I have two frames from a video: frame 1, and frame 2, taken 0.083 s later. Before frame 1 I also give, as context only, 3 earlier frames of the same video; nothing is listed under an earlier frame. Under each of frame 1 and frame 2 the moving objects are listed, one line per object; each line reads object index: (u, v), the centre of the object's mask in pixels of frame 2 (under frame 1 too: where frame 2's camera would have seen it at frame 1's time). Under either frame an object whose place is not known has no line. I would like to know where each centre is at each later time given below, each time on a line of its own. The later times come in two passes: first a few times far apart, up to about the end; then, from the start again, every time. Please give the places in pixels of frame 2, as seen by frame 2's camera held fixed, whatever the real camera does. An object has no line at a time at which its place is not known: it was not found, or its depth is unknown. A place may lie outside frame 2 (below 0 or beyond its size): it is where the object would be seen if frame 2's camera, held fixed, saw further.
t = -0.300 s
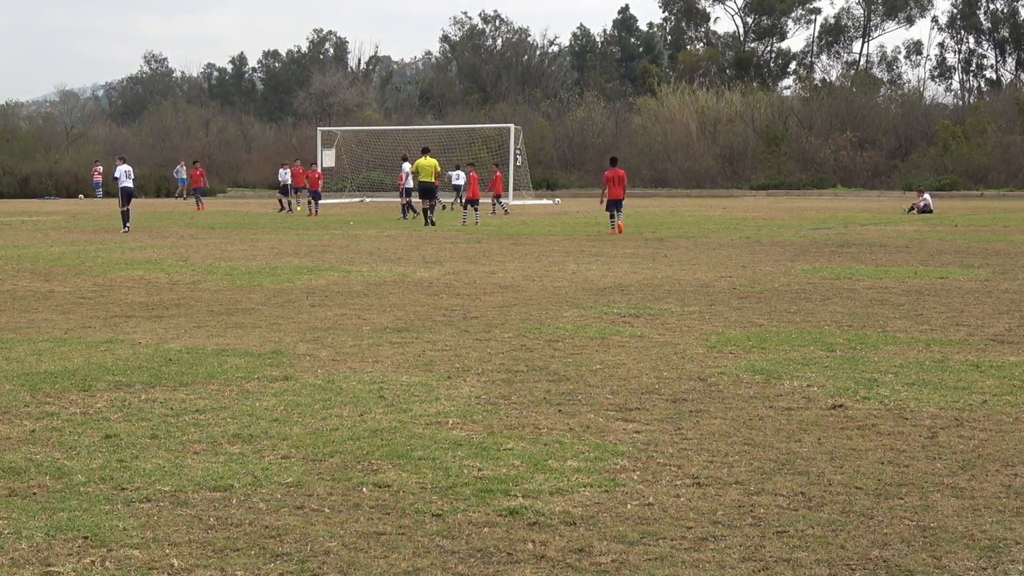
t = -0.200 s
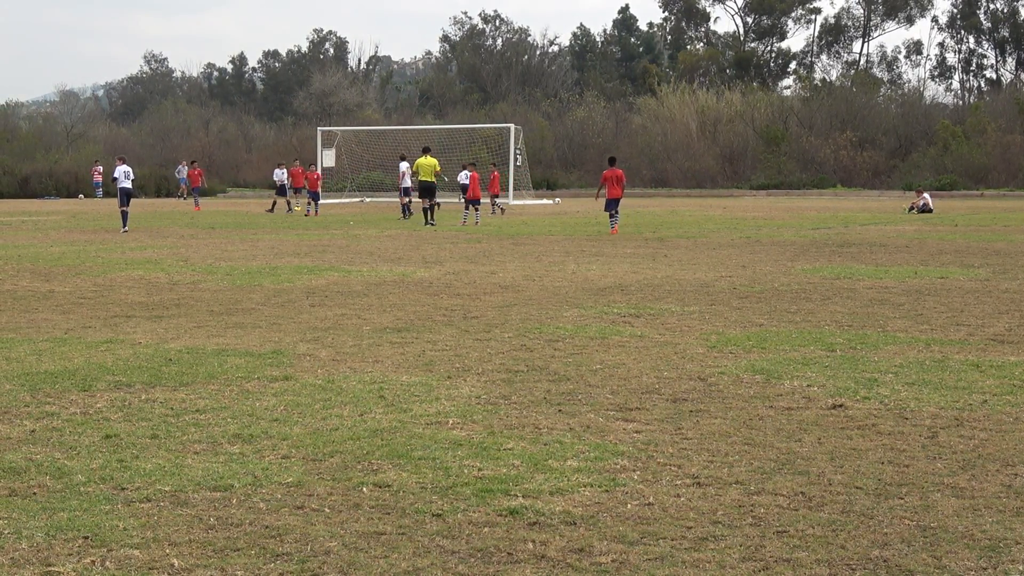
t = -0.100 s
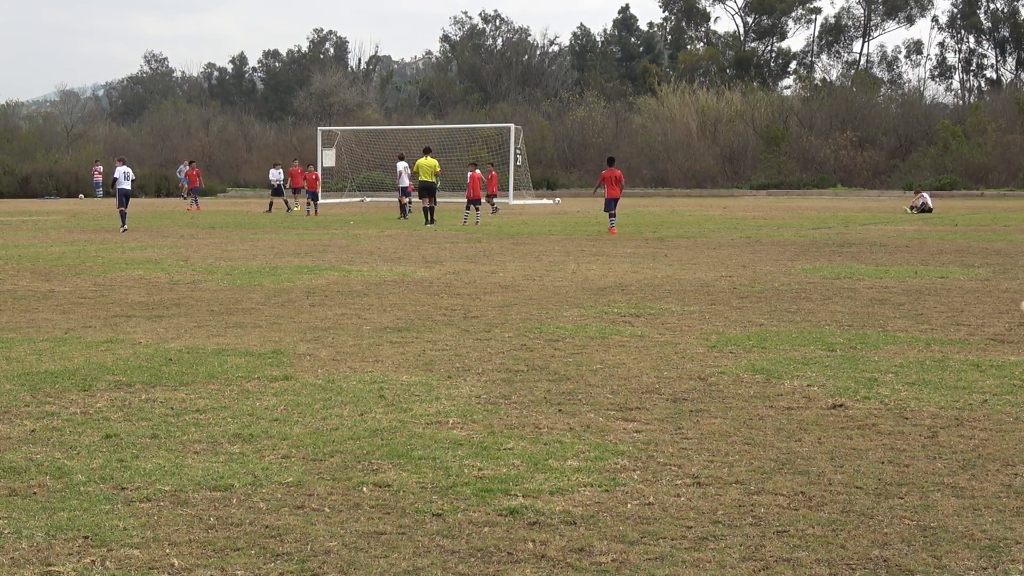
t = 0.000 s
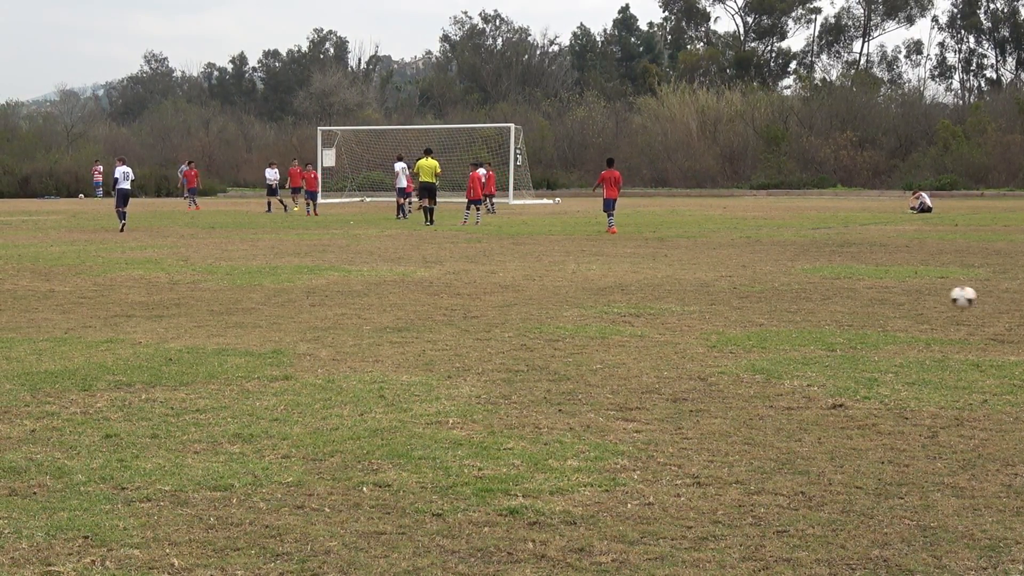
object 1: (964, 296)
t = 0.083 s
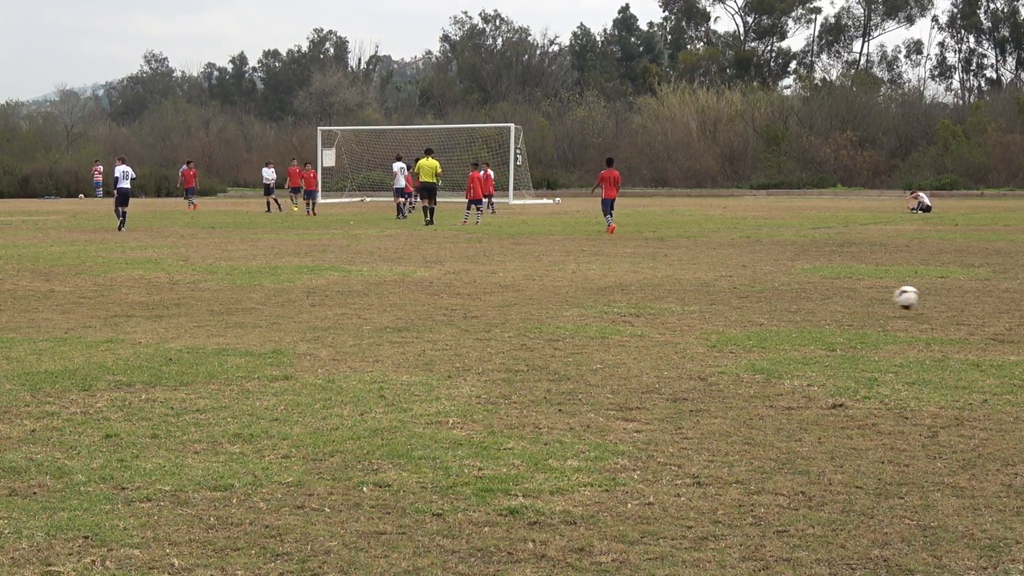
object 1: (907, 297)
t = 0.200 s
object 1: (835, 302)
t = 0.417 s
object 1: (741, 297)
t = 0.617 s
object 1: (659, 297)
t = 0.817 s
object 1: (582, 296)
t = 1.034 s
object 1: (507, 294)
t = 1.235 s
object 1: (443, 293)
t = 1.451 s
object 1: (379, 289)
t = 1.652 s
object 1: (324, 288)
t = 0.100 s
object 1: (897, 298)
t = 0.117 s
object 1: (885, 299)
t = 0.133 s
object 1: (874, 302)
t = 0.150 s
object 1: (863, 304)
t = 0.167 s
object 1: (852, 305)
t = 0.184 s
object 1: (843, 304)
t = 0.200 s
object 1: (835, 302)
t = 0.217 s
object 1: (828, 300)
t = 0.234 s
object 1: (820, 298)
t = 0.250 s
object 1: (812, 296)
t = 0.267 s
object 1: (806, 295)
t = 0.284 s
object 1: (799, 293)
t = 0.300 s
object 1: (791, 293)
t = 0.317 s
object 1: (784, 293)
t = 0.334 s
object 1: (776, 293)
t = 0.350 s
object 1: (769, 293)
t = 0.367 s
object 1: (762, 293)
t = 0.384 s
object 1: (755, 295)
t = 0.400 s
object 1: (748, 296)
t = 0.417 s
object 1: (741, 297)
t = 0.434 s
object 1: (734, 299)
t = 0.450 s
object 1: (727, 301)
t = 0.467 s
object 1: (720, 301)
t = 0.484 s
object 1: (712, 300)
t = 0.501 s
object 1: (706, 299)
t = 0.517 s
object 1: (698, 298)
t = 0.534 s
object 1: (692, 297)
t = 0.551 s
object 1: (686, 297)
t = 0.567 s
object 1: (680, 297)
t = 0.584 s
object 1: (673, 297)
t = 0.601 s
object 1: (666, 297)
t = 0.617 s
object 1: (659, 297)
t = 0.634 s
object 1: (653, 298)
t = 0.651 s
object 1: (645, 298)
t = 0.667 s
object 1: (640, 298)
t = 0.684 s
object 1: (633, 297)
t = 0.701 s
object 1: (626, 297)
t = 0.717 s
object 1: (620, 296)
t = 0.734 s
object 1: (613, 296)
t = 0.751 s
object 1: (607, 295)
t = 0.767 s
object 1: (600, 295)
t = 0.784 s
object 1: (594, 296)
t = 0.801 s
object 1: (588, 296)
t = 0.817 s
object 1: (582, 296)
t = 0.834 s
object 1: (575, 295)
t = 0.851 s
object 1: (570, 295)
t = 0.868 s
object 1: (564, 295)
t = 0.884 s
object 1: (558, 294)
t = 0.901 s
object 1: (553, 295)
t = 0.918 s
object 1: (546, 295)
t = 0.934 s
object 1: (540, 295)
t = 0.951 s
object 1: (534, 296)
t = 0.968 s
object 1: (529, 294)
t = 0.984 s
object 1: (523, 294)
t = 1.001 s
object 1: (517, 294)
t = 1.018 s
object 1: (512, 294)
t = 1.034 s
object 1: (507, 294)
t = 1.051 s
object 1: (502, 293)
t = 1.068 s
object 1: (496, 294)
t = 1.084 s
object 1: (490, 294)
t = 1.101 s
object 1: (485, 294)
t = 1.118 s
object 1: (480, 293)
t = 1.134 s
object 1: (474, 293)
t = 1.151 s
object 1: (468, 293)
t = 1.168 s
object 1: (464, 292)
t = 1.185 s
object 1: (458, 292)
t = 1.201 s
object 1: (454, 293)
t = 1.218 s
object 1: (448, 293)
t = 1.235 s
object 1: (443, 293)
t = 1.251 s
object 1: (438, 292)
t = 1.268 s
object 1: (433, 291)
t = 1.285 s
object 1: (428, 291)
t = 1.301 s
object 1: (422, 291)
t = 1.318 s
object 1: (417, 292)
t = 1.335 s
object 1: (413, 292)
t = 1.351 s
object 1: (408, 292)
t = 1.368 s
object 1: (402, 290)
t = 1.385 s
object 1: (398, 290)
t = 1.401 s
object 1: (394, 289)
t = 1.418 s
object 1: (388, 288)
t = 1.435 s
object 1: (384, 288)
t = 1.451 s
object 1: (379, 289)
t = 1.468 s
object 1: (374, 288)
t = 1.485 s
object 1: (369, 289)
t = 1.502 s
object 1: (365, 290)
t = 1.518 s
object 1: (360, 290)
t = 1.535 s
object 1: (356, 291)
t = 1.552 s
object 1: (351, 290)
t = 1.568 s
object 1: (346, 289)
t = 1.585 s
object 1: (343, 289)
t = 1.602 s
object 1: (338, 288)
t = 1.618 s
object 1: (333, 288)
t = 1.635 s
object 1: (329, 288)
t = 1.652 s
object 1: (324, 288)
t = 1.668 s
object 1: (319, 289)
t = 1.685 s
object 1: (315, 289)
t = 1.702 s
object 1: (311, 289)
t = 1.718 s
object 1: (306, 288)
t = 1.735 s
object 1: (302, 287)
